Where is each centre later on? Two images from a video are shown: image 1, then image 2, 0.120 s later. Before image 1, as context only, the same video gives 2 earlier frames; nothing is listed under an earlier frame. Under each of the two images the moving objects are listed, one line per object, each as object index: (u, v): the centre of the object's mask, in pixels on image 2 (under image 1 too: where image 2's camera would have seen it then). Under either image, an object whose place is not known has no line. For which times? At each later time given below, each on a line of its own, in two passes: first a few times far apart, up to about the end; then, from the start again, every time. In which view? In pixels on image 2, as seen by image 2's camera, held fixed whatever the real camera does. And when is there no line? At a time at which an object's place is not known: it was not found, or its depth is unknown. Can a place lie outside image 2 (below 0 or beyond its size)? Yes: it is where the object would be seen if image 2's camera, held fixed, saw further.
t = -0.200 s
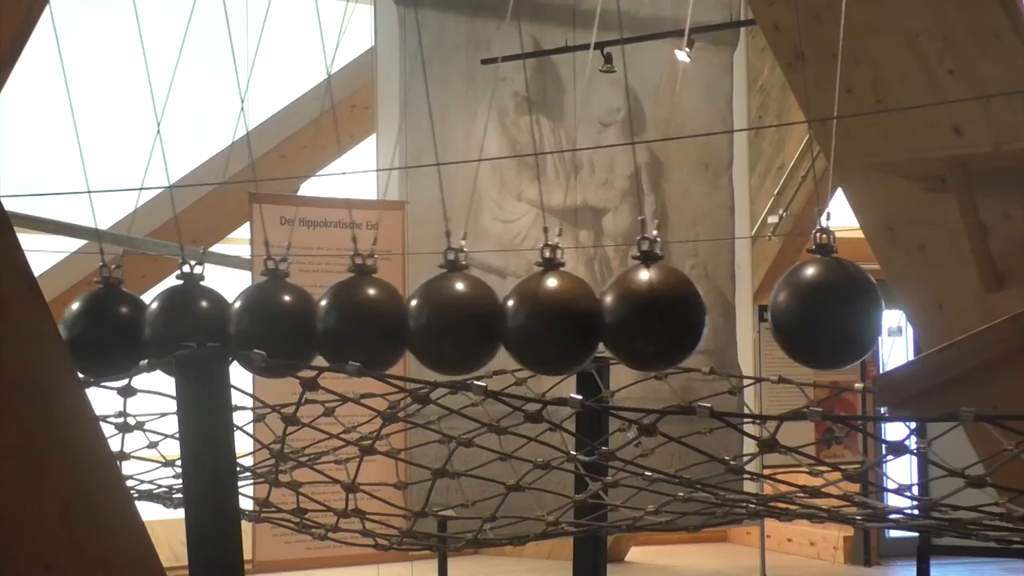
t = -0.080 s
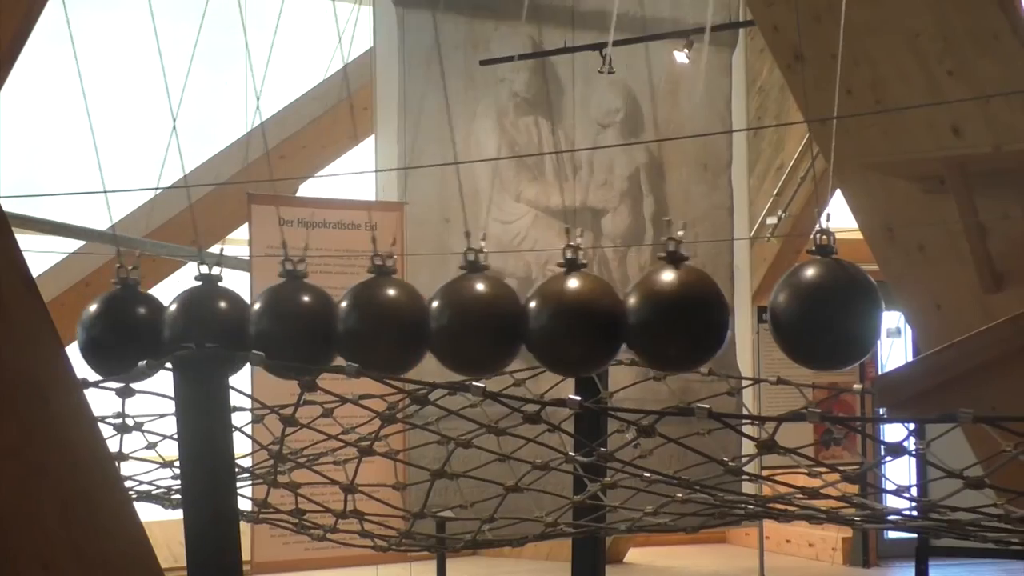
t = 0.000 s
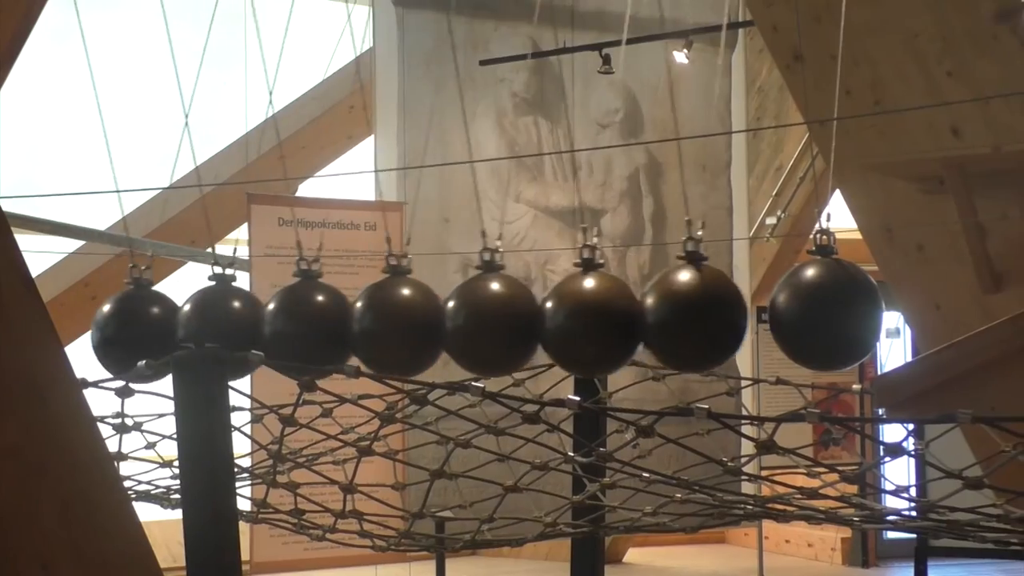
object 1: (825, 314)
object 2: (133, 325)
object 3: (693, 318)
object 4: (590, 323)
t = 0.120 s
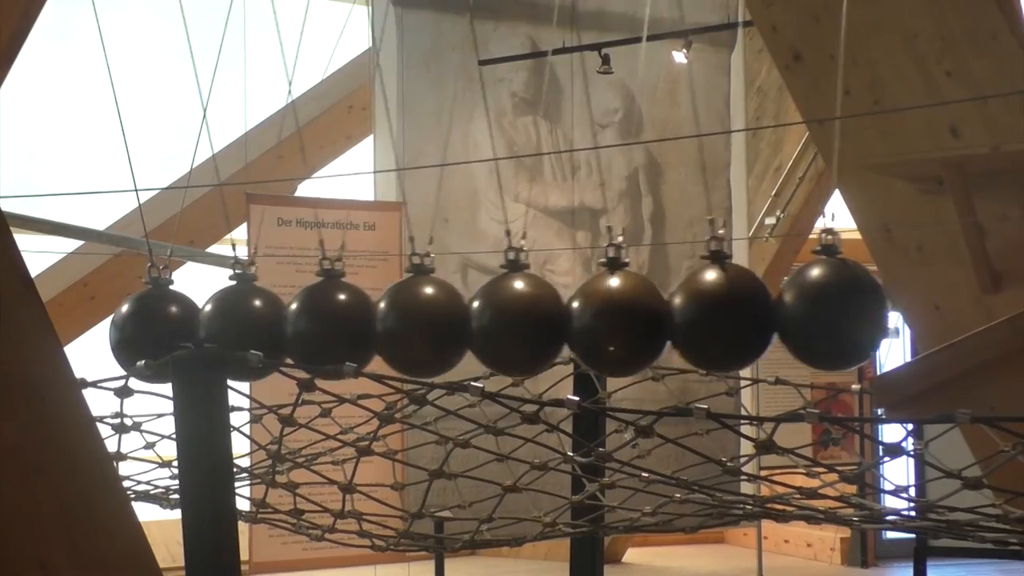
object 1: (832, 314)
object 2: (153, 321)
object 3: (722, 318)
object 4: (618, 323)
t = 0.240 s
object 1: (862, 313)
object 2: (159, 322)
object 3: (750, 317)
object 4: (645, 322)
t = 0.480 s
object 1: (919, 304)
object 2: (170, 320)
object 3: (805, 313)
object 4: (696, 318)
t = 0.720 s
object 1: (962, 293)
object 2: (180, 320)
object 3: (848, 308)
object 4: (737, 315)
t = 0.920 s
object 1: (978, 288)
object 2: (189, 320)
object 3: (870, 305)
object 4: (759, 312)
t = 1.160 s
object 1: (983, 286)
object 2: (196, 321)
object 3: (877, 305)
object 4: (765, 311)
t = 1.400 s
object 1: (973, 289)
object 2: (199, 320)
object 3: (860, 306)
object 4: (748, 310)
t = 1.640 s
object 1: (937, 299)
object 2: (199, 320)
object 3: (823, 311)
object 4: (713, 317)
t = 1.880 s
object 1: (885, 310)
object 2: (192, 319)
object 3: (771, 315)
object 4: (665, 320)
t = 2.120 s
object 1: (858, 313)
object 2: (151, 323)
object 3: (717, 318)
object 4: (613, 323)
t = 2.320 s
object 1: (836, 314)
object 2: (119, 328)
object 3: (673, 319)
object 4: (570, 324)
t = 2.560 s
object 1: (807, 315)
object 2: (94, 326)
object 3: (627, 318)
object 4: (528, 323)
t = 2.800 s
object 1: (781, 315)
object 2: (79, 318)
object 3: (600, 317)
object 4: (500, 322)
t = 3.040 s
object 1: (761, 315)
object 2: (73, 315)
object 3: (588, 317)
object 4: (490, 322)
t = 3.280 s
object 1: (751, 315)
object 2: (78, 318)
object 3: (598, 317)
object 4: (498, 322)
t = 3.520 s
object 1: (750, 315)
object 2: (93, 325)
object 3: (625, 318)
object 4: (525, 323)
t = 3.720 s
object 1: (767, 315)
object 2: (109, 329)
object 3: (659, 319)
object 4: (558, 324)
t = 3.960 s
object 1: (820, 314)
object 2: (129, 328)
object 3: (710, 318)
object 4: (606, 324)
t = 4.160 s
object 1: (867, 312)
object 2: (148, 325)
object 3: (754, 316)
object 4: (648, 322)
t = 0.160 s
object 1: (842, 314)
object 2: (155, 321)
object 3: (731, 317)
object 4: (627, 323)
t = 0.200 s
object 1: (852, 313)
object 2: (158, 322)
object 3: (741, 317)
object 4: (636, 322)
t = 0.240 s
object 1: (862, 313)
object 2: (159, 322)
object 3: (750, 317)
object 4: (645, 322)
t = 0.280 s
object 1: (873, 312)
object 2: (161, 322)
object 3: (759, 316)
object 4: (653, 322)
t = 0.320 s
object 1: (882, 311)
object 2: (162, 321)
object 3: (769, 315)
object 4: (663, 321)
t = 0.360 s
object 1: (892, 309)
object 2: (164, 321)
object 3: (778, 314)
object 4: (671, 320)
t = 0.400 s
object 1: (901, 308)
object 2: (166, 321)
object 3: (787, 314)
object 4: (679, 319)
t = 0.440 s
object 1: (910, 306)
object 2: (168, 321)
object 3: (796, 313)
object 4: (688, 319)
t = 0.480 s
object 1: (919, 304)
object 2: (170, 320)
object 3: (805, 313)
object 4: (696, 318)
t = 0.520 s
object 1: (927, 302)
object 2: (171, 320)
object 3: (812, 312)
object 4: (704, 318)
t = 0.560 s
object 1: (935, 300)
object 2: (173, 320)
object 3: (820, 311)
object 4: (711, 317)
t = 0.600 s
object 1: (942, 298)
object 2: (175, 320)
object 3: (828, 311)
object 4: (718, 317)
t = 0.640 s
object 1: (950, 297)
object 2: (176, 320)
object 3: (835, 310)
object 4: (725, 316)
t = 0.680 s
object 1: (956, 295)
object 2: (178, 320)
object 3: (842, 309)
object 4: (731, 315)
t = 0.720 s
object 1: (962, 293)
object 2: (180, 320)
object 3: (848, 308)
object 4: (737, 315)
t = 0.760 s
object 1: (967, 291)
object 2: (182, 319)
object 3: (853, 308)
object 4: (742, 314)
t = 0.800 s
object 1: (970, 290)
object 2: (184, 320)
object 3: (858, 307)
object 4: (747, 314)
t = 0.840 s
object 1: (973, 289)
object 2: (186, 319)
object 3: (863, 306)
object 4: (752, 313)
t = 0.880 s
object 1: (976, 288)
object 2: (188, 319)
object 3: (867, 306)
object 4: (755, 313)
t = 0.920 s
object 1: (978, 288)
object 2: (189, 320)
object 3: (870, 305)
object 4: (759, 312)
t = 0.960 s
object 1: (980, 287)
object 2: (190, 320)
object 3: (873, 305)
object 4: (761, 312)
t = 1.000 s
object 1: (982, 287)
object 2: (191, 320)
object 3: (875, 305)
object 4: (763, 311)
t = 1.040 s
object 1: (982, 286)
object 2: (193, 320)
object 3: (876, 305)
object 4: (764, 311)
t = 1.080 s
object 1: (983, 286)
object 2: (194, 321)
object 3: (877, 305)
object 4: (765, 311)
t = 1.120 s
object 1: (983, 286)
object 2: (195, 321)
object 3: (877, 305)
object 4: (765, 311)
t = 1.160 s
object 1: (983, 286)
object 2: (196, 321)
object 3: (877, 305)
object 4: (765, 311)
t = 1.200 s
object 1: (982, 286)
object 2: (197, 320)
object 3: (876, 305)
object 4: (764, 312)
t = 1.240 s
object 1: (981, 287)
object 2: (198, 320)
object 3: (874, 305)
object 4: (762, 312)
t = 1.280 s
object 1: (980, 287)
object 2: (198, 320)
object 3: (871, 305)
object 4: (760, 312)
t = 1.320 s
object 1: (978, 288)
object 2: (199, 320)
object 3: (869, 306)
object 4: (756, 309)
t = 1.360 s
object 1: (976, 288)
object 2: (199, 320)
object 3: (865, 306)
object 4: (752, 309)
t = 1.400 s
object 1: (973, 289)
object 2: (199, 320)
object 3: (860, 306)
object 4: (748, 310)
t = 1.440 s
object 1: (969, 291)
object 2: (200, 320)
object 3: (855, 307)
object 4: (744, 314)
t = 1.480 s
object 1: (965, 292)
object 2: (200, 320)
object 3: (850, 308)
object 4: (739, 314)
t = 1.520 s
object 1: (959, 294)
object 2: (200, 320)
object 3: (844, 309)
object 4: (733, 315)
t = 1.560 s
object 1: (952, 296)
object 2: (200, 320)
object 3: (837, 309)
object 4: (727, 316)
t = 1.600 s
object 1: (945, 297)
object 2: (200, 320)
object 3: (830, 310)
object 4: (720, 316)
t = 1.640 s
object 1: (937, 299)
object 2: (199, 320)
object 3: (823, 311)
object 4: (713, 317)
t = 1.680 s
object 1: (930, 301)
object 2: (199, 320)
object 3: (815, 312)
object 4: (706, 317)
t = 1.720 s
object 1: (921, 303)
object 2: (198, 320)
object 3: (807, 312)
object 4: (698, 318)
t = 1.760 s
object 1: (912, 305)
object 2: (197, 320)
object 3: (799, 313)
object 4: (690, 319)
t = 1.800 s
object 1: (904, 307)
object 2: (196, 320)
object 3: (790, 314)
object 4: (682, 319)
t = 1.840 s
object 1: (894, 309)
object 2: (194, 319)
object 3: (780, 314)
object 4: (673, 320)
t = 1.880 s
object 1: (885, 310)
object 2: (192, 319)
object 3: (771, 315)
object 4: (665, 320)
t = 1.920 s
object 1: (877, 311)
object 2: (187, 319)
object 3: (762, 315)
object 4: (656, 321)
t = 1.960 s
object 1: (874, 311)
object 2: (180, 318)
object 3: (753, 316)
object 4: (647, 322)
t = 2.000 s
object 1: (871, 312)
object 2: (173, 320)
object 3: (744, 317)
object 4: (639, 322)
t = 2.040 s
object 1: (867, 312)
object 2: (166, 320)
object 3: (735, 317)
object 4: (630, 323)
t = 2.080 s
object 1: (863, 312)
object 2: (158, 322)
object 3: (726, 318)
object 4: (622, 323)
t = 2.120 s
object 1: (858, 313)
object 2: (151, 323)
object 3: (717, 318)
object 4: (613, 323)
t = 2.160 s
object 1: (854, 313)
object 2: (145, 329)
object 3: (708, 318)
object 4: (604, 324)
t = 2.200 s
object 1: (850, 313)
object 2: (137, 325)
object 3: (699, 318)
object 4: (595, 324)
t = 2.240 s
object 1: (845, 313)
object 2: (131, 326)
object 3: (691, 318)
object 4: (587, 324)
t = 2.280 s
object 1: (840, 314)
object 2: (125, 327)
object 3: (682, 318)
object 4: (578, 323)
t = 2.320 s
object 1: (836, 314)
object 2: (119, 328)
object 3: (673, 319)
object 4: (570, 324)
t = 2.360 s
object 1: (831, 314)
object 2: (113, 328)
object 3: (665, 319)
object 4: (562, 324)
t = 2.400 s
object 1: (826, 314)
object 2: (108, 329)
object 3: (657, 319)
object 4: (555, 324)
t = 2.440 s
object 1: (821, 315)
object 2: (103, 329)
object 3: (649, 319)
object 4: (548, 324)
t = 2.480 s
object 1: (817, 315)
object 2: (100, 328)
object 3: (642, 319)
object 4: (541, 324)
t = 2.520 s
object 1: (812, 315)
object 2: (97, 327)
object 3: (634, 318)
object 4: (534, 324)
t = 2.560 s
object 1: (807, 315)
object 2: (94, 326)
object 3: (627, 318)
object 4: (528, 323)
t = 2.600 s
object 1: (803, 315)
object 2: (91, 325)
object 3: (622, 318)
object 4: (522, 323)
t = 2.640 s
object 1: (798, 315)
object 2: (88, 324)
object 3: (616, 318)
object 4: (517, 323)
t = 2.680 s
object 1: (793, 315)
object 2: (85, 323)
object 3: (612, 318)
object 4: (512, 323)
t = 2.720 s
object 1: (789, 315)
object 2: (83, 321)
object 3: (607, 318)
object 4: (507, 323)
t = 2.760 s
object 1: (785, 315)
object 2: (81, 320)
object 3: (603, 318)
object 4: (504, 323)
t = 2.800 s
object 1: (781, 315)
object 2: (79, 318)
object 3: (600, 317)
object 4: (500, 322)
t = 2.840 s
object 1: (777, 315)
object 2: (77, 317)
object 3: (596, 317)
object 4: (497, 322)
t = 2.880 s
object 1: (773, 315)
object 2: (76, 316)
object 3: (594, 317)
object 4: (494, 322)
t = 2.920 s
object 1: (770, 315)
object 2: (75, 316)
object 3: (592, 317)
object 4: (493, 322)
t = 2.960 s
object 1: (767, 315)
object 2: (74, 315)
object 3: (590, 317)
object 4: (491, 322)
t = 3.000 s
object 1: (764, 315)
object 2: (74, 315)
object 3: (589, 317)
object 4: (490, 322)
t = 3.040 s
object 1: (761, 315)
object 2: (73, 315)
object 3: (588, 317)
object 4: (490, 322)
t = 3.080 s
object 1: (759, 315)
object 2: (74, 315)
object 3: (588, 317)
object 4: (490, 322)
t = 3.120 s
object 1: (757, 315)
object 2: (74, 315)
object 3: (589, 317)
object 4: (491, 322)
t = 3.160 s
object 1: (755, 315)
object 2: (74, 316)
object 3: (590, 317)
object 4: (492, 322)
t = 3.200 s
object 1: (754, 315)
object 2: (75, 316)
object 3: (592, 317)
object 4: (493, 322)
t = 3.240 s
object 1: (752, 315)
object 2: (76, 317)
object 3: (595, 317)
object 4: (496, 322)
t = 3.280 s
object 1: (751, 315)
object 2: (78, 318)
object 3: (598, 317)
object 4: (498, 322)
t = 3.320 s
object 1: (750, 315)
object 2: (80, 319)
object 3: (601, 318)
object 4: (502, 322)
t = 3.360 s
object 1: (749, 315)
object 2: (82, 320)
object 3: (605, 318)
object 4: (505, 322)
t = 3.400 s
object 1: (749, 315)
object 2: (84, 322)
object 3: (609, 318)
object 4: (509, 323)
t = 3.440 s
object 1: (749, 315)
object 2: (87, 323)
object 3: (614, 318)
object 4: (514, 323)
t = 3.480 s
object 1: (750, 315)
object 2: (90, 324)
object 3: (619, 318)
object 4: (519, 323)
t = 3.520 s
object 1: (750, 315)
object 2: (93, 325)
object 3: (625, 318)
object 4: (525, 323)
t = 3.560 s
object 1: (751, 315)
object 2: (96, 327)
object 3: (631, 318)
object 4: (531, 323)
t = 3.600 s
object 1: (752, 315)
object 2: (100, 328)
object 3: (638, 318)
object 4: (537, 323)
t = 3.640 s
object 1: (754, 315)
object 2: (103, 328)
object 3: (644, 318)
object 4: (544, 324)
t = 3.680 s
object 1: (759, 315)
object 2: (107, 329)
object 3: (652, 318)
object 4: (551, 324)
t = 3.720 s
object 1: (767, 315)
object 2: (109, 329)
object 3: (659, 319)
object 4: (558, 324)
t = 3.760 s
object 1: (775, 315)
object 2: (112, 329)
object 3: (667, 319)
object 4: (566, 324)
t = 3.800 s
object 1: (784, 315)
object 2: (114, 329)
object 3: (675, 319)
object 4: (573, 324)
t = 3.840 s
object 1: (793, 315)
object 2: (118, 329)
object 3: (684, 318)
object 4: (581, 324)
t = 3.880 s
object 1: (802, 315)
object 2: (122, 329)
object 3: (693, 318)
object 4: (589, 324)
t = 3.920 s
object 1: (811, 314)
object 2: (125, 329)
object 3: (701, 318)
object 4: (598, 324)
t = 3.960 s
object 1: (820, 314)
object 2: (129, 328)
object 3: (710, 318)
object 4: (606, 324)
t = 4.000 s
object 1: (829, 314)
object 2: (132, 328)
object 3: (718, 318)
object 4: (614, 323)
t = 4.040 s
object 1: (839, 314)
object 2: (136, 327)
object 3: (727, 317)
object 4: (623, 323)
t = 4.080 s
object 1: (848, 313)
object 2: (140, 326)
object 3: (736, 317)
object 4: (631, 323)
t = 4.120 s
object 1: (858, 313)
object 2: (144, 325)
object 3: (745, 317)
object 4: (639, 322)
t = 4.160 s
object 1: (867, 312)
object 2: (148, 325)
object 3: (754, 316)
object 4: (648, 322)
